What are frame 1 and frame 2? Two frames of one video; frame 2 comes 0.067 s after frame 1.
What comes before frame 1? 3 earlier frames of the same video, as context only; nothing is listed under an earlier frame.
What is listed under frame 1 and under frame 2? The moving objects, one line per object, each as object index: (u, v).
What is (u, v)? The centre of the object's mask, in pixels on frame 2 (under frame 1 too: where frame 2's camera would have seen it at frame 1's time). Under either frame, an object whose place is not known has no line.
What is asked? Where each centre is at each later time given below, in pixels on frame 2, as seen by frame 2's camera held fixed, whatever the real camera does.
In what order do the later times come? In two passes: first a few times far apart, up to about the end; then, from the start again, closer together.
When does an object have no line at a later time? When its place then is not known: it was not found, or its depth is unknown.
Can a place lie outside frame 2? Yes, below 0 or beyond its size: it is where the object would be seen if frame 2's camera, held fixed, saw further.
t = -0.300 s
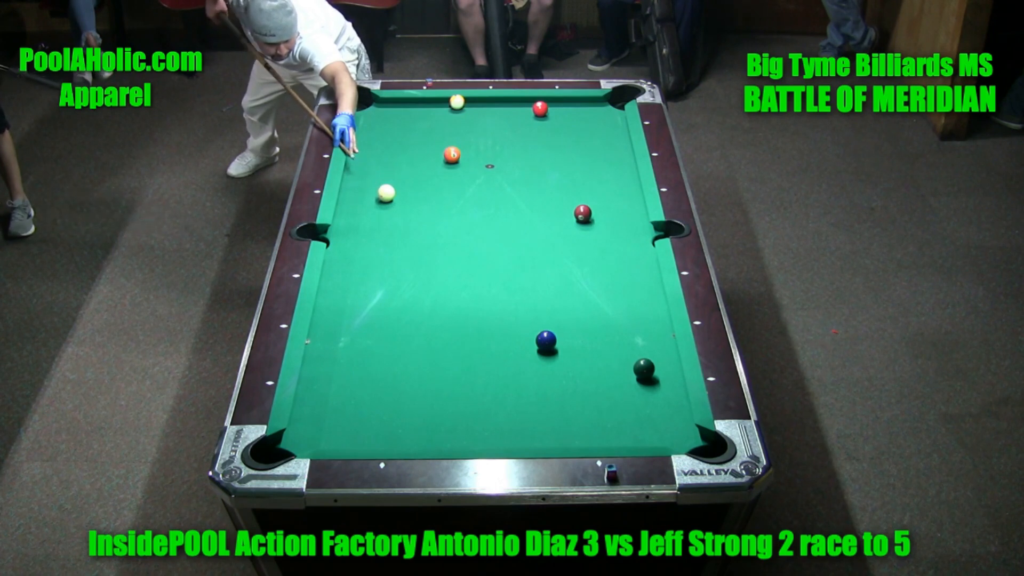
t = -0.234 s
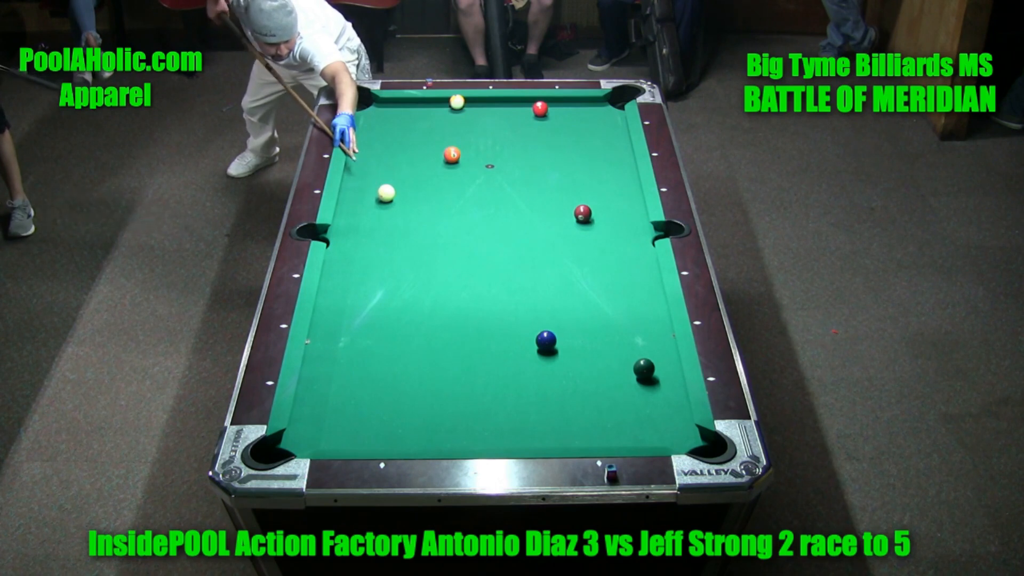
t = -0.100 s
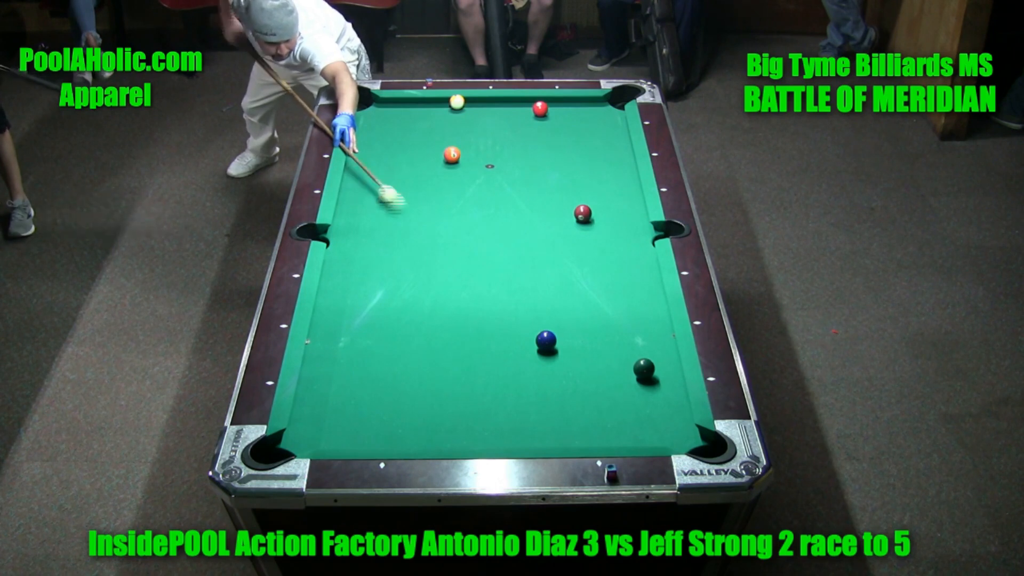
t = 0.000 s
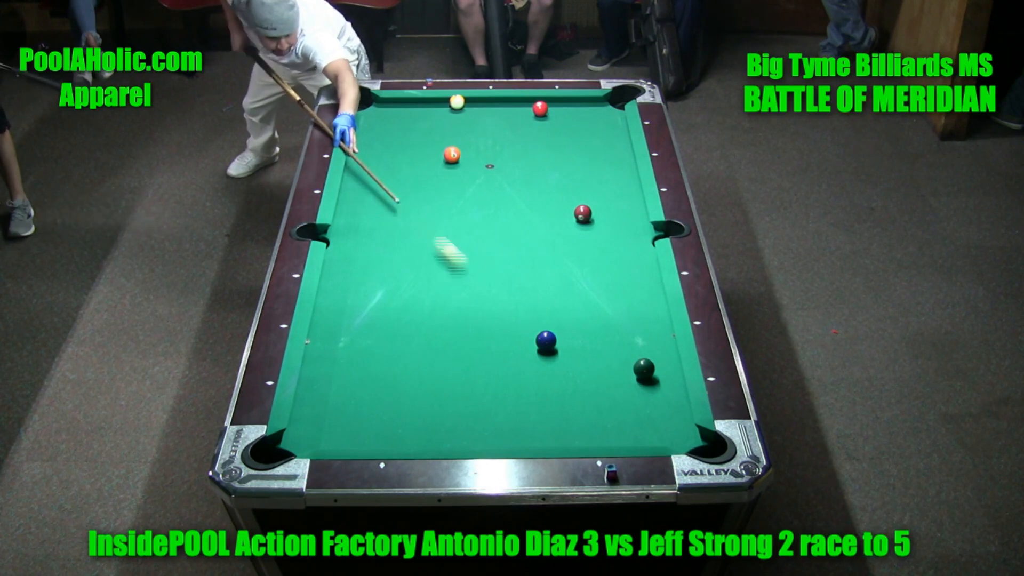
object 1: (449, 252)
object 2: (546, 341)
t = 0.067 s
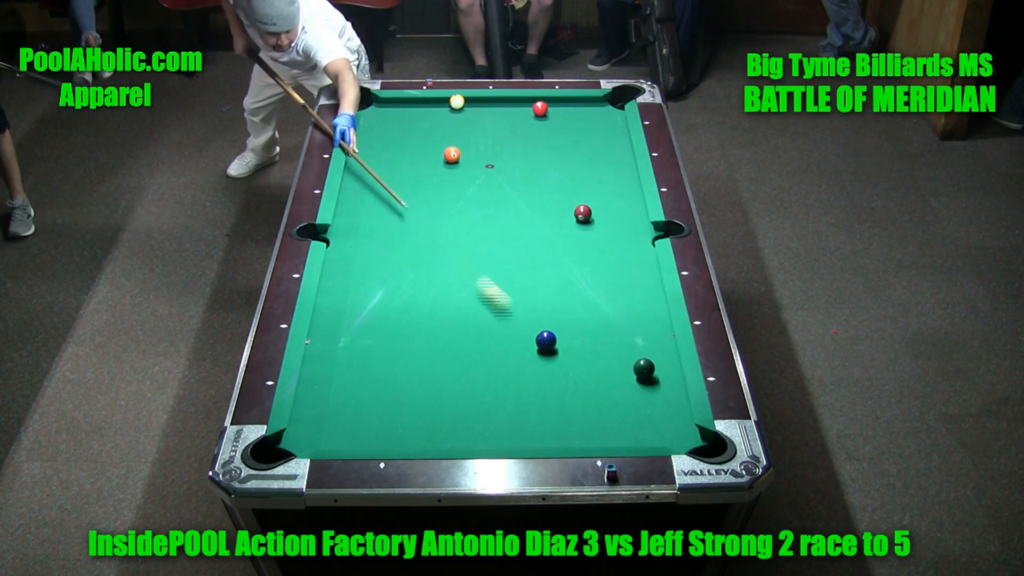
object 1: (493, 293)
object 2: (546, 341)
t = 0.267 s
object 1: (516, 354)
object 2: (684, 432)
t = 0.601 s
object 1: (529, 439)
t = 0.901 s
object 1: (531, 392)
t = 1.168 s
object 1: (533, 352)
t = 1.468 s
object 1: (534, 313)
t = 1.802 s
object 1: (536, 275)
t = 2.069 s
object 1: (536, 249)
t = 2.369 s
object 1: (537, 221)
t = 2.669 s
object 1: (538, 198)
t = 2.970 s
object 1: (538, 177)
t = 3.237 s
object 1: (538, 160)
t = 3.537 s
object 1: (538, 143)
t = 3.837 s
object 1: (538, 127)
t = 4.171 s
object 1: (536, 115)
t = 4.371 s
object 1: (534, 113)
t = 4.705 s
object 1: (530, 111)
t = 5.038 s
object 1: (528, 110)
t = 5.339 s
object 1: (528, 109)
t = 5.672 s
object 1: (528, 110)
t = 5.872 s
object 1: (528, 109)
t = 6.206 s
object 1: (528, 109)
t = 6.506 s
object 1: (528, 109)
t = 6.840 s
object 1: (528, 109)
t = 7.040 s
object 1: (528, 109)
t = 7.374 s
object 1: (528, 109)
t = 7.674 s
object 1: (528, 109)
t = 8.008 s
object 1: (528, 109)
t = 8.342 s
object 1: (528, 110)
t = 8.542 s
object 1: (528, 110)
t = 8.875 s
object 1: (528, 110)
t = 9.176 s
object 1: (528, 110)
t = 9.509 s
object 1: (528, 110)
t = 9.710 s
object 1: (528, 110)
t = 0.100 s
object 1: (516, 316)
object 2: (546, 341)
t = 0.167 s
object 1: (525, 337)
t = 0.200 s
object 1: (521, 342)
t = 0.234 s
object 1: (518, 348)
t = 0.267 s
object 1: (516, 354)
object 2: (684, 432)
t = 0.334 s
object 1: (514, 367)
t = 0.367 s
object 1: (514, 375)
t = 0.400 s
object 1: (514, 383)
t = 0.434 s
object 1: (516, 393)
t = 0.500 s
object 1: (521, 413)
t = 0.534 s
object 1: (524, 423)
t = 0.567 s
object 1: (527, 433)
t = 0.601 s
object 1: (529, 439)
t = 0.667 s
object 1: (530, 430)
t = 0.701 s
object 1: (530, 424)
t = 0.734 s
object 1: (530, 418)
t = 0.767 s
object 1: (530, 413)
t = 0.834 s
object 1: (531, 402)
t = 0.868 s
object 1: (531, 397)
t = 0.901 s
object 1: (531, 392)
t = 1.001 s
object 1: (532, 376)
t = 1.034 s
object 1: (532, 371)
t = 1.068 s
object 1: (533, 366)
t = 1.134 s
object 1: (533, 356)
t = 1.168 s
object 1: (533, 352)
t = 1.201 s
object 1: (533, 348)
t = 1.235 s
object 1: (533, 343)
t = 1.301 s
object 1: (534, 334)
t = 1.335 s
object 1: (534, 330)
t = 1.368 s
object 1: (534, 326)
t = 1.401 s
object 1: (534, 322)
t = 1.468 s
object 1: (534, 313)
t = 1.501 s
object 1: (534, 309)
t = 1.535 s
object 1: (535, 305)
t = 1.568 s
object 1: (535, 301)
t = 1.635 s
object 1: (535, 294)
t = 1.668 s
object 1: (535, 290)
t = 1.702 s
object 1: (535, 286)
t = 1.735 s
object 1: (535, 283)
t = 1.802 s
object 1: (536, 275)
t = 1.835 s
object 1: (536, 272)
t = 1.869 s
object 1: (536, 268)
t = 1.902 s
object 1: (536, 265)
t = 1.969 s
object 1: (536, 258)
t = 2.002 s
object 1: (536, 255)
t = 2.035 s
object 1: (536, 252)
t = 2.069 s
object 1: (536, 249)
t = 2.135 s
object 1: (537, 242)
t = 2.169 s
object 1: (537, 239)
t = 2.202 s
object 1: (537, 236)
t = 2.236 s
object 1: (537, 233)
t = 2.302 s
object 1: (537, 227)
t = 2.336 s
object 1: (537, 224)
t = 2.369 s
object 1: (537, 221)
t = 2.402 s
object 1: (537, 219)
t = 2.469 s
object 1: (537, 214)
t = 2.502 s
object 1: (538, 211)
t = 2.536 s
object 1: (537, 208)
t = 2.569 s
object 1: (538, 206)
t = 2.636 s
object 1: (538, 200)
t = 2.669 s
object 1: (538, 198)
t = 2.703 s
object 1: (538, 195)
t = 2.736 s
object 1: (538, 193)
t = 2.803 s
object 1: (538, 188)
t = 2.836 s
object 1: (538, 186)
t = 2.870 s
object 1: (538, 183)
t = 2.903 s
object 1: (538, 181)
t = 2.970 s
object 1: (538, 177)
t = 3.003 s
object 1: (538, 174)
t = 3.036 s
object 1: (538, 172)
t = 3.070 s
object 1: (538, 170)
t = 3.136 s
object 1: (538, 166)
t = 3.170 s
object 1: (538, 164)
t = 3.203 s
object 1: (538, 162)
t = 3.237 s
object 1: (538, 160)
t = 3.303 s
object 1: (538, 156)
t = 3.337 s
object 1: (538, 154)
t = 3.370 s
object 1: (538, 152)
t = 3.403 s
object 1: (538, 150)
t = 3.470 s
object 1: (538, 146)
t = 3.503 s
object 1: (538, 144)
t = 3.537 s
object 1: (538, 143)
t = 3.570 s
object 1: (538, 141)
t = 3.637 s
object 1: (538, 137)
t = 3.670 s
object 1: (538, 135)
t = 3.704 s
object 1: (538, 134)
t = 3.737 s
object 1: (538, 132)
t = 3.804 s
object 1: (538, 129)
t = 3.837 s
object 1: (538, 127)
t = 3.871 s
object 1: (538, 125)
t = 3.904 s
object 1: (538, 124)
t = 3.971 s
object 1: (538, 121)
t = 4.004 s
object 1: (538, 119)
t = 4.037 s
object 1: (537, 118)
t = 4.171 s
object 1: (536, 115)
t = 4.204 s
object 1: (536, 115)
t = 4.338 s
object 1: (534, 114)
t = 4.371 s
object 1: (534, 113)
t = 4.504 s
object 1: (532, 112)
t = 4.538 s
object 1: (532, 112)
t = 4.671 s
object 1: (530, 111)
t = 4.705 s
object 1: (530, 111)
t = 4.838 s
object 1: (529, 111)
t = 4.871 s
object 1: (529, 111)
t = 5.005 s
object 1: (528, 110)
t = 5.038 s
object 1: (528, 110)
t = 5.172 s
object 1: (528, 110)
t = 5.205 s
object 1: (528, 110)
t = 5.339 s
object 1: (528, 109)
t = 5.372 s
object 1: (528, 109)
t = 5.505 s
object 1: (528, 109)
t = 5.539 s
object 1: (528, 109)
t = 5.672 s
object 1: (528, 110)
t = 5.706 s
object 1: (528, 110)
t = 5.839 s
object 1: (528, 109)
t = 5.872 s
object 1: (528, 109)
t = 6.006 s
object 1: (528, 110)
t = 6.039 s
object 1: (528, 109)
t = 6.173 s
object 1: (528, 109)
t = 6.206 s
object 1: (528, 109)
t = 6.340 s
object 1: (528, 109)
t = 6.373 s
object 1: (528, 109)
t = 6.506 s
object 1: (528, 109)
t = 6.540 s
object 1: (528, 109)
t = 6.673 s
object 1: (528, 109)
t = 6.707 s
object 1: (528, 109)
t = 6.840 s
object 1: (528, 109)
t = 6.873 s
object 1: (528, 109)
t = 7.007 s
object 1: (528, 109)
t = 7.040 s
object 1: (528, 109)
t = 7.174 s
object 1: (528, 109)
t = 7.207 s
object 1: (528, 109)
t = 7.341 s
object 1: (528, 109)
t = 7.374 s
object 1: (528, 109)
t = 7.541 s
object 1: (528, 109)
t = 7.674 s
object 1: (528, 109)
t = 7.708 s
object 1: (528, 109)
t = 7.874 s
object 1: (528, 109)
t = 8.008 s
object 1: (528, 109)
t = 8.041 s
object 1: (528, 109)
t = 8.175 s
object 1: (528, 109)
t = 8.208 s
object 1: (528, 109)
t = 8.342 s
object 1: (528, 110)
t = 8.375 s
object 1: (528, 110)
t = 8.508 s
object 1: (528, 110)
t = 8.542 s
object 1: (528, 110)
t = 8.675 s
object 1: (528, 110)
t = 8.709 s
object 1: (528, 110)
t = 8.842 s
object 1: (528, 110)
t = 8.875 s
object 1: (528, 110)
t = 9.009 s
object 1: (528, 110)
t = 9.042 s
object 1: (528, 110)
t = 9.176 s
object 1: (528, 110)
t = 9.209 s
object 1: (528, 110)
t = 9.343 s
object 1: (528, 110)
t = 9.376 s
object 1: (528, 110)
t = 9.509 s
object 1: (528, 110)
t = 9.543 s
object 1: (528, 110)
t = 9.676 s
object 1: (528, 110)
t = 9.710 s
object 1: (528, 110)
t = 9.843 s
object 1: (528, 110)
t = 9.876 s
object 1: (528, 110)
